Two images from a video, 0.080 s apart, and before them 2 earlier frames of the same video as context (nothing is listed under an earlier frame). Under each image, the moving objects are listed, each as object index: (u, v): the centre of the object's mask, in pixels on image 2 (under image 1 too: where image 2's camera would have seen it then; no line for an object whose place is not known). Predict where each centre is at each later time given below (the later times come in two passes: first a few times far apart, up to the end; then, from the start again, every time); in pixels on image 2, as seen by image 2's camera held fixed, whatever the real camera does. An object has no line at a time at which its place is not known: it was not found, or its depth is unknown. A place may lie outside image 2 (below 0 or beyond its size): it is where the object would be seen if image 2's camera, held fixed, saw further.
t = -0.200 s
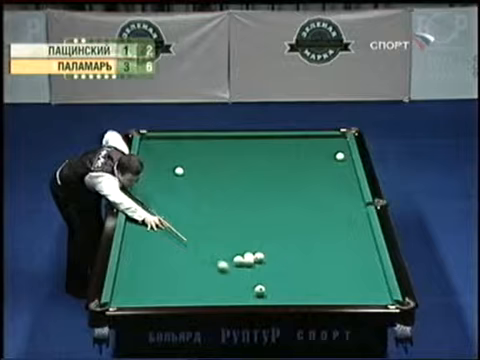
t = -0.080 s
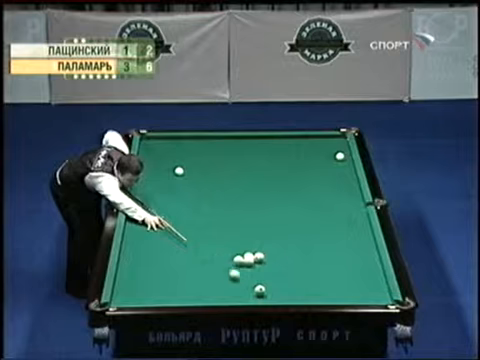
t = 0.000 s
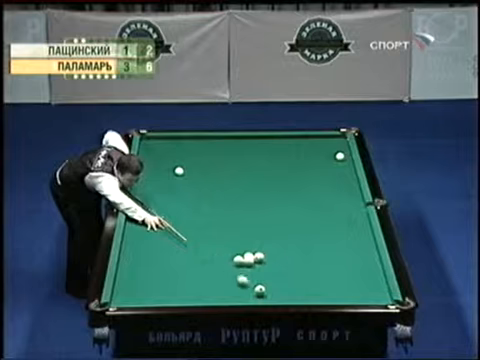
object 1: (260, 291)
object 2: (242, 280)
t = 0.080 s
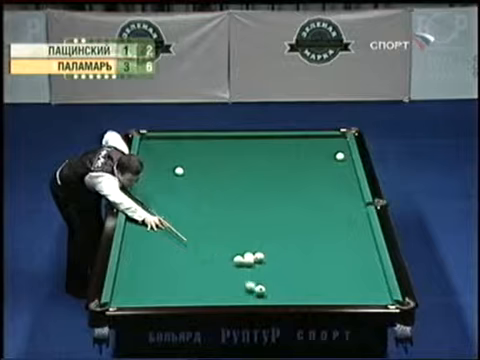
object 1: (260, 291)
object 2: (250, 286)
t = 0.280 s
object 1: (285, 298)
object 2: (246, 295)
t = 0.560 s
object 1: (309, 297)
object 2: (241, 298)
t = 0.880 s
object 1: (332, 293)
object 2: (230, 295)
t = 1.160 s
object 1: (352, 289)
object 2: (222, 290)
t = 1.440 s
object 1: (370, 284)
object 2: (215, 286)
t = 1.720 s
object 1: (379, 281)
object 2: (208, 282)
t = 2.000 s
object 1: (368, 277)
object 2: (201, 278)
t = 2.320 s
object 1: (357, 274)
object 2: (195, 275)
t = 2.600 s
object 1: (347, 272)
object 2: (189, 273)
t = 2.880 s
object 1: (339, 269)
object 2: (185, 269)
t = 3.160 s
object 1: (332, 267)
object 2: (180, 267)
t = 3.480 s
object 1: (325, 265)
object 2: (176, 265)
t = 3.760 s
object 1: (319, 263)
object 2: (173, 263)
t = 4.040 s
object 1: (314, 262)
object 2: (171, 262)
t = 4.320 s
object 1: (310, 261)
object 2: (169, 262)
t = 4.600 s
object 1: (306, 260)
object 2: (168, 261)
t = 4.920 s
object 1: (303, 259)
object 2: (167, 260)
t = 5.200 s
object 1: (301, 259)
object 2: (166, 260)
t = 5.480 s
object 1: (300, 258)
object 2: (166, 260)
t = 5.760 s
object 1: (299, 258)
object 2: (166, 260)
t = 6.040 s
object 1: (299, 258)
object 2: (166, 260)
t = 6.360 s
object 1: (300, 258)
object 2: (166, 260)
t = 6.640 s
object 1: (300, 258)
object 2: (166, 259)
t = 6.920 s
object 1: (299, 258)
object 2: (166, 260)
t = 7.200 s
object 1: (299, 258)
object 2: (166, 260)
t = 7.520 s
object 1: (300, 259)
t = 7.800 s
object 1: (299, 259)
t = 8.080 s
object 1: (299, 258)
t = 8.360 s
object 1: (299, 258)
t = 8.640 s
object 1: (299, 258)
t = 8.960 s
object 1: (299, 258)
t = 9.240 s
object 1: (299, 258)
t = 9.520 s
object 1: (299, 258)
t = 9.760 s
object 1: (299, 258)
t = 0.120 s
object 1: (263, 293)
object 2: (250, 289)
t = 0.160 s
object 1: (270, 295)
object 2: (249, 290)
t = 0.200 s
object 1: (276, 296)
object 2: (248, 292)
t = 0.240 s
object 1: (280, 297)
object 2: (247, 293)
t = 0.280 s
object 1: (285, 298)
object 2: (246, 295)
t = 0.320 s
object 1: (289, 299)
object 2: (246, 296)
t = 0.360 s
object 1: (293, 299)
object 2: (245, 296)
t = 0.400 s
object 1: (297, 299)
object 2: (244, 297)
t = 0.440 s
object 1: (299, 298)
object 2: (244, 298)
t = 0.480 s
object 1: (302, 298)
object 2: (243, 300)
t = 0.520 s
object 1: (306, 298)
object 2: (242, 300)
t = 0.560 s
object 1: (309, 297)
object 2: (241, 298)
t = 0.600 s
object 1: (312, 297)
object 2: (239, 298)
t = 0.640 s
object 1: (315, 296)
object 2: (238, 297)
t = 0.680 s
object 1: (317, 296)
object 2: (237, 297)
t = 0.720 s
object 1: (321, 295)
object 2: (236, 297)
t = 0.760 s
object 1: (324, 295)
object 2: (234, 296)
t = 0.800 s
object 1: (327, 294)
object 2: (233, 296)
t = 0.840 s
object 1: (329, 293)
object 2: (232, 295)
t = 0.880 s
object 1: (332, 293)
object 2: (230, 295)
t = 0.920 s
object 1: (335, 292)
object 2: (229, 294)
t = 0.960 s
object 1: (338, 292)
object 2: (228, 293)
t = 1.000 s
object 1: (341, 291)
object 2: (227, 293)
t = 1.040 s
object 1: (344, 291)
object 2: (225, 292)
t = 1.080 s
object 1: (346, 290)
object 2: (224, 292)
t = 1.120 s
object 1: (349, 289)
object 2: (223, 291)
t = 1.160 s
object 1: (352, 289)
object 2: (222, 290)
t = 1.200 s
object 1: (355, 288)
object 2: (221, 289)
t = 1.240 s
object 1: (358, 287)
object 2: (220, 289)
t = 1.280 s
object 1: (360, 287)
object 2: (219, 288)
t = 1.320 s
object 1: (362, 286)
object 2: (218, 288)
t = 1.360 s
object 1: (365, 286)
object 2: (217, 287)
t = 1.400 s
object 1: (368, 285)
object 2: (216, 287)
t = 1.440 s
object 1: (370, 284)
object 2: (215, 286)
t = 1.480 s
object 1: (373, 284)
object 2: (214, 285)
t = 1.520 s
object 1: (375, 283)
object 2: (212, 284)
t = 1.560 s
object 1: (378, 283)
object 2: (212, 284)
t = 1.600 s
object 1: (380, 282)
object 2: (211, 284)
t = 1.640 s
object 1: (382, 282)
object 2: (210, 283)
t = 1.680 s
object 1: (381, 281)
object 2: (209, 282)
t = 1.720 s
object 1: (379, 281)
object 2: (208, 282)
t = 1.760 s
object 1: (378, 280)
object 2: (207, 281)
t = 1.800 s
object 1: (376, 280)
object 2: (206, 281)
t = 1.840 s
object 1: (374, 279)
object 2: (205, 280)
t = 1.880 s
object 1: (373, 279)
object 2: (204, 280)
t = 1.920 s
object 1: (371, 279)
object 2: (203, 279)
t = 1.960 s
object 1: (370, 278)
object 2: (202, 279)
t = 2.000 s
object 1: (368, 277)
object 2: (201, 278)
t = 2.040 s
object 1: (367, 277)
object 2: (200, 278)
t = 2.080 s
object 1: (365, 276)
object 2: (199, 277)
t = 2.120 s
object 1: (364, 276)
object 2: (199, 277)
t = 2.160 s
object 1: (362, 276)
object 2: (198, 277)
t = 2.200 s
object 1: (361, 275)
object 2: (197, 276)
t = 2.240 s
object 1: (360, 275)
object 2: (196, 276)
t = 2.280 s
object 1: (358, 274)
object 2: (195, 275)
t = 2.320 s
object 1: (357, 274)
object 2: (195, 275)
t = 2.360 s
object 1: (355, 273)
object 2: (194, 275)
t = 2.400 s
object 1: (354, 273)
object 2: (193, 274)
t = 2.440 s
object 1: (353, 273)
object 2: (192, 274)
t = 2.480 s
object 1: (351, 273)
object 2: (192, 273)
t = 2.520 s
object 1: (350, 272)
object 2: (191, 273)
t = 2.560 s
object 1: (349, 272)
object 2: (190, 273)
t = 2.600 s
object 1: (347, 272)
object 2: (189, 273)
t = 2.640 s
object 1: (346, 271)
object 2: (189, 272)
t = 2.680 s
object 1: (345, 271)
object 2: (188, 272)
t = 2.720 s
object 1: (344, 271)
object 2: (187, 271)
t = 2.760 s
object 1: (343, 270)
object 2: (187, 271)
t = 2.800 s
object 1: (342, 269)
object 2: (186, 271)
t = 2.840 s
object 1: (340, 269)
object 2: (185, 270)
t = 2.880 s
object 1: (339, 269)
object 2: (185, 269)
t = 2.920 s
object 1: (338, 269)
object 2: (184, 269)
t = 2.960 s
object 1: (337, 268)
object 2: (183, 269)
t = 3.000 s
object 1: (336, 268)
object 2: (183, 269)
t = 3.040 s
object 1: (335, 268)
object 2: (182, 268)
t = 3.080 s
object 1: (334, 267)
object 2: (181, 268)
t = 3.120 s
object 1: (333, 267)
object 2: (181, 268)
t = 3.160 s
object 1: (332, 267)
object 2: (180, 267)
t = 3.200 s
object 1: (331, 267)
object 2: (180, 267)
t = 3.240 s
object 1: (330, 266)
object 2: (179, 267)
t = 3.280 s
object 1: (329, 266)
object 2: (179, 266)
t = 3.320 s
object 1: (328, 266)
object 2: (178, 266)
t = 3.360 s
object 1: (327, 266)
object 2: (177, 266)
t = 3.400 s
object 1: (327, 266)
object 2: (177, 266)
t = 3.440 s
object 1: (326, 265)
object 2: (176, 265)
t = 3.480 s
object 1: (325, 265)
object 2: (176, 265)
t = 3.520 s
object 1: (324, 265)
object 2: (176, 265)
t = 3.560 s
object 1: (323, 264)
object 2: (175, 264)
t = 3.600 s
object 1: (322, 264)
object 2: (175, 264)
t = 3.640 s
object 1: (322, 264)
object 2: (174, 264)
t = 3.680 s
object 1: (321, 264)
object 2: (174, 264)
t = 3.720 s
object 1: (320, 263)
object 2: (173, 264)
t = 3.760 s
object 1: (319, 263)
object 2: (173, 263)
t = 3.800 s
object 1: (319, 263)
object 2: (173, 263)
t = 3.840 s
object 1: (318, 263)
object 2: (172, 263)
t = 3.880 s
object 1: (317, 263)
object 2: (172, 263)
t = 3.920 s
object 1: (316, 262)
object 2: (172, 263)
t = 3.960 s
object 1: (315, 262)
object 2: (171, 262)
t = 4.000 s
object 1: (315, 262)
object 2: (171, 262)
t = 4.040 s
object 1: (314, 262)
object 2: (171, 262)
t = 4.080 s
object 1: (313, 262)
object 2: (170, 262)
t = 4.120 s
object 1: (313, 262)
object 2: (170, 262)
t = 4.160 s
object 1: (312, 262)
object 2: (170, 262)
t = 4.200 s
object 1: (311, 261)
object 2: (170, 261)
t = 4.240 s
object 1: (311, 262)
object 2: (169, 262)
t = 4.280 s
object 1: (310, 261)
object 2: (169, 261)
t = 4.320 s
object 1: (310, 261)
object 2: (169, 262)
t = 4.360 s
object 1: (309, 261)
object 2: (169, 261)
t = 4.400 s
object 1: (309, 261)
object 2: (169, 261)
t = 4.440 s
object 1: (308, 261)
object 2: (169, 261)
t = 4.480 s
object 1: (308, 261)
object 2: (168, 261)
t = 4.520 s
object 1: (307, 260)
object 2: (168, 261)
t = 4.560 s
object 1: (306, 260)
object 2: (168, 261)
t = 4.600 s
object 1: (306, 260)
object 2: (168, 261)
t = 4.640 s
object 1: (306, 260)
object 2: (168, 261)
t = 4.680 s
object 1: (305, 260)
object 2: (168, 261)
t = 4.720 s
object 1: (305, 260)
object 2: (167, 261)
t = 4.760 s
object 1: (304, 260)
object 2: (167, 261)
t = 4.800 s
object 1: (304, 260)
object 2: (167, 261)
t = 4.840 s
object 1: (303, 260)
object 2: (167, 261)
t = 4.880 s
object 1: (303, 259)
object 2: (167, 260)
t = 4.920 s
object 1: (303, 259)
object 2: (167, 260)
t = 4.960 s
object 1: (302, 259)
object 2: (166, 260)
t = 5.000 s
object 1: (302, 259)
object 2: (166, 260)
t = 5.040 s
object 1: (302, 259)
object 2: (166, 260)
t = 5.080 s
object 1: (301, 259)
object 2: (166, 260)
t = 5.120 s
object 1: (301, 259)
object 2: (166, 260)
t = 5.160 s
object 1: (301, 259)
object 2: (166, 260)
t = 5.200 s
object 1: (301, 259)
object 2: (166, 260)
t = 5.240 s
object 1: (301, 259)
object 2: (166, 260)
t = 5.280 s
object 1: (300, 259)
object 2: (166, 260)
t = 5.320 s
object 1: (300, 259)
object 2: (166, 260)
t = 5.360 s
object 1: (300, 259)
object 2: (166, 260)
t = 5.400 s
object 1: (300, 258)
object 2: (166, 260)
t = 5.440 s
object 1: (300, 258)
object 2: (166, 260)
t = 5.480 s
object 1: (300, 258)
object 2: (166, 260)
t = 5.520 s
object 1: (300, 258)
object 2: (166, 260)
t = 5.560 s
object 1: (300, 258)
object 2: (166, 260)
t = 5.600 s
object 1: (300, 258)
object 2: (166, 260)
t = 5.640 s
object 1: (299, 258)
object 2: (166, 260)
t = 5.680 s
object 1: (299, 258)
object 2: (166, 260)
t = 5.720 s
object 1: (299, 258)
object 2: (166, 260)
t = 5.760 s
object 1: (299, 258)
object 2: (166, 260)
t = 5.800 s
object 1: (299, 258)
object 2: (166, 260)
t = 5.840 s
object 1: (299, 258)
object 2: (166, 260)
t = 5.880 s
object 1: (299, 258)
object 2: (166, 260)
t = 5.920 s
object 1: (299, 258)
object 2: (166, 260)
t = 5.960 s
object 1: (299, 258)
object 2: (166, 260)
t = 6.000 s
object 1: (299, 258)
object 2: (166, 260)
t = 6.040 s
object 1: (299, 258)
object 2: (166, 260)
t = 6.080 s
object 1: (300, 258)
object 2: (166, 260)
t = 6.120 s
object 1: (299, 258)
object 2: (166, 260)
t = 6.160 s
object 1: (299, 258)
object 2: (166, 260)
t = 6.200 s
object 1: (299, 258)
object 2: (166, 260)
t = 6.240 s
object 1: (300, 258)
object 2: (166, 260)
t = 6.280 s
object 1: (300, 258)
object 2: (166, 260)
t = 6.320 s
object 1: (300, 258)
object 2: (166, 260)
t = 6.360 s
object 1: (300, 258)
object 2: (166, 260)
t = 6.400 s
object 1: (300, 258)
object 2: (166, 260)
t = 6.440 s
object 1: (300, 258)
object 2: (166, 259)
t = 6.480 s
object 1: (300, 258)
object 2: (166, 259)
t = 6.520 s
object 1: (300, 258)
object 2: (166, 259)
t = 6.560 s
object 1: (300, 258)
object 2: (166, 259)
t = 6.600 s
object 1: (300, 258)
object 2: (166, 259)
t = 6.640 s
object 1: (300, 258)
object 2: (166, 259)
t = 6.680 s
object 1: (300, 258)
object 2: (166, 259)
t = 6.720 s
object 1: (300, 258)
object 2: (166, 259)
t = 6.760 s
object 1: (300, 258)
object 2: (166, 260)
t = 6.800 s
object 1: (299, 258)
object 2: (166, 260)
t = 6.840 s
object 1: (299, 258)
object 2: (166, 260)
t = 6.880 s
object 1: (299, 258)
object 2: (166, 260)
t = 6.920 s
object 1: (299, 258)
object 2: (166, 260)
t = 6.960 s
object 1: (299, 258)
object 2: (166, 260)
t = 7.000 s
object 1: (299, 258)
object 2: (166, 260)
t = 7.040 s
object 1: (299, 258)
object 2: (166, 260)
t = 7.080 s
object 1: (299, 258)
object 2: (166, 260)
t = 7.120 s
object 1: (299, 258)
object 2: (166, 260)
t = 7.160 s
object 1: (299, 258)
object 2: (166, 260)
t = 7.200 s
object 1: (299, 258)
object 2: (166, 260)
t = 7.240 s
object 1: (299, 258)
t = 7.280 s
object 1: (299, 258)
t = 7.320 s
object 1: (299, 258)
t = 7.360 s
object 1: (300, 258)
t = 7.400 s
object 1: (300, 258)
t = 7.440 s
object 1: (300, 258)
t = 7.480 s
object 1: (300, 259)
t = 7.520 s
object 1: (300, 259)
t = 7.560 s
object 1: (300, 259)
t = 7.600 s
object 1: (299, 258)
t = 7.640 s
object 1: (300, 259)
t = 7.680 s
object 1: (300, 259)
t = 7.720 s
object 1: (299, 259)
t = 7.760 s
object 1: (299, 259)
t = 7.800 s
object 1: (299, 259)
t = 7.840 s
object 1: (299, 259)
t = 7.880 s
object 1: (299, 259)
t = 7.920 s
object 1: (299, 259)
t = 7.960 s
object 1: (299, 258)
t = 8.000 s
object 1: (299, 258)
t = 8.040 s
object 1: (299, 259)
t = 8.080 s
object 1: (299, 258)
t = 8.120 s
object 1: (299, 258)
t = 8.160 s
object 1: (299, 258)
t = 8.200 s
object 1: (299, 258)
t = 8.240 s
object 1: (299, 258)
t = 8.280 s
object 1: (299, 258)
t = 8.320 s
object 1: (299, 258)
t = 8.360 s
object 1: (299, 258)
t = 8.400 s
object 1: (299, 258)
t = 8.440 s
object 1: (299, 258)
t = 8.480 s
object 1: (299, 258)
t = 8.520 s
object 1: (299, 258)
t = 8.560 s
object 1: (299, 258)
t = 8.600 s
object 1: (299, 258)
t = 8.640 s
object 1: (299, 258)
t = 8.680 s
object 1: (299, 258)
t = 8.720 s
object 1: (299, 258)
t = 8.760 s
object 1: (299, 258)
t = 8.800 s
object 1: (299, 258)
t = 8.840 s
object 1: (299, 258)
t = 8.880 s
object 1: (299, 258)
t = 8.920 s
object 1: (299, 258)
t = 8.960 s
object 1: (299, 258)
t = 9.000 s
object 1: (299, 258)
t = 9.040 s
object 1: (299, 258)
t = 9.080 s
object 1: (299, 258)
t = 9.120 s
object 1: (299, 258)
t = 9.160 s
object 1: (299, 258)
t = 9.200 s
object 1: (299, 258)
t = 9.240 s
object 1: (299, 258)
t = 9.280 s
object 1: (299, 258)
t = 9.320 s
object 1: (299, 258)
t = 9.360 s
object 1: (299, 258)
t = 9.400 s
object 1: (299, 258)
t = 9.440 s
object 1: (299, 258)
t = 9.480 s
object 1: (299, 258)
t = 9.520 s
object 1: (299, 258)
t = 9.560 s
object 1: (299, 258)
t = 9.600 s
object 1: (299, 258)
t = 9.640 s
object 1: (299, 258)
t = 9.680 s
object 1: (299, 258)
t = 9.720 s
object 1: (299, 258)
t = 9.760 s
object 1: (299, 258)
